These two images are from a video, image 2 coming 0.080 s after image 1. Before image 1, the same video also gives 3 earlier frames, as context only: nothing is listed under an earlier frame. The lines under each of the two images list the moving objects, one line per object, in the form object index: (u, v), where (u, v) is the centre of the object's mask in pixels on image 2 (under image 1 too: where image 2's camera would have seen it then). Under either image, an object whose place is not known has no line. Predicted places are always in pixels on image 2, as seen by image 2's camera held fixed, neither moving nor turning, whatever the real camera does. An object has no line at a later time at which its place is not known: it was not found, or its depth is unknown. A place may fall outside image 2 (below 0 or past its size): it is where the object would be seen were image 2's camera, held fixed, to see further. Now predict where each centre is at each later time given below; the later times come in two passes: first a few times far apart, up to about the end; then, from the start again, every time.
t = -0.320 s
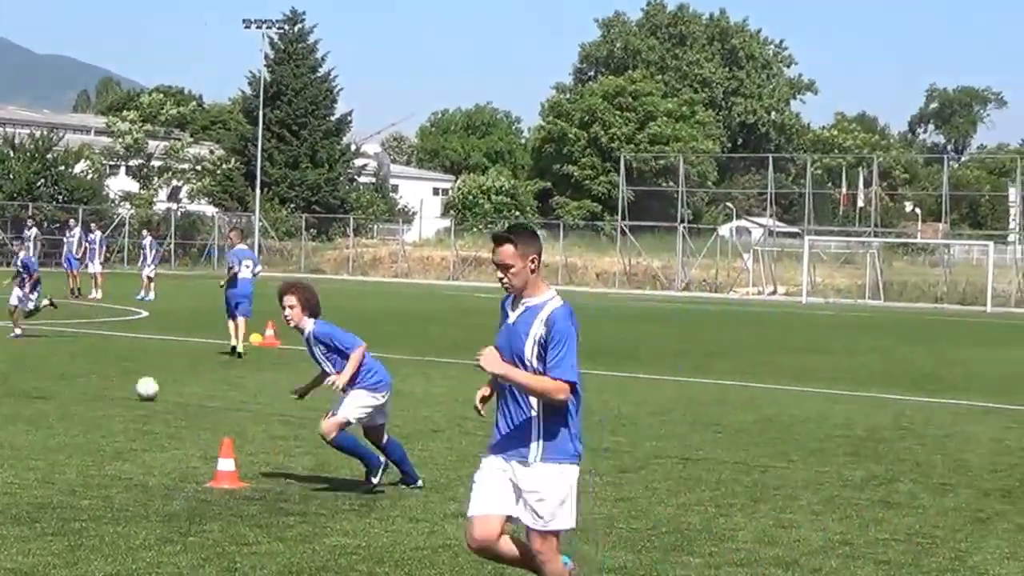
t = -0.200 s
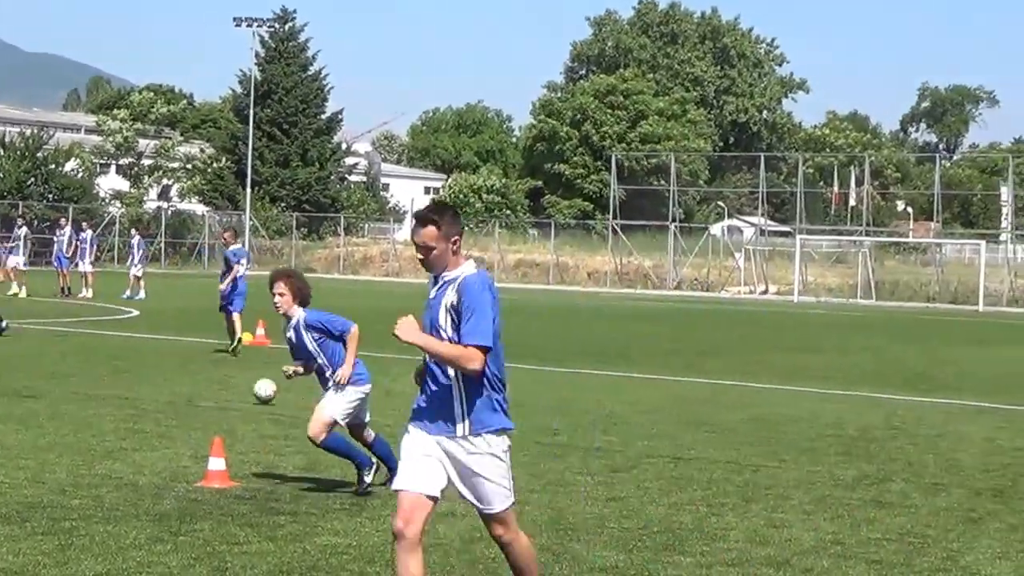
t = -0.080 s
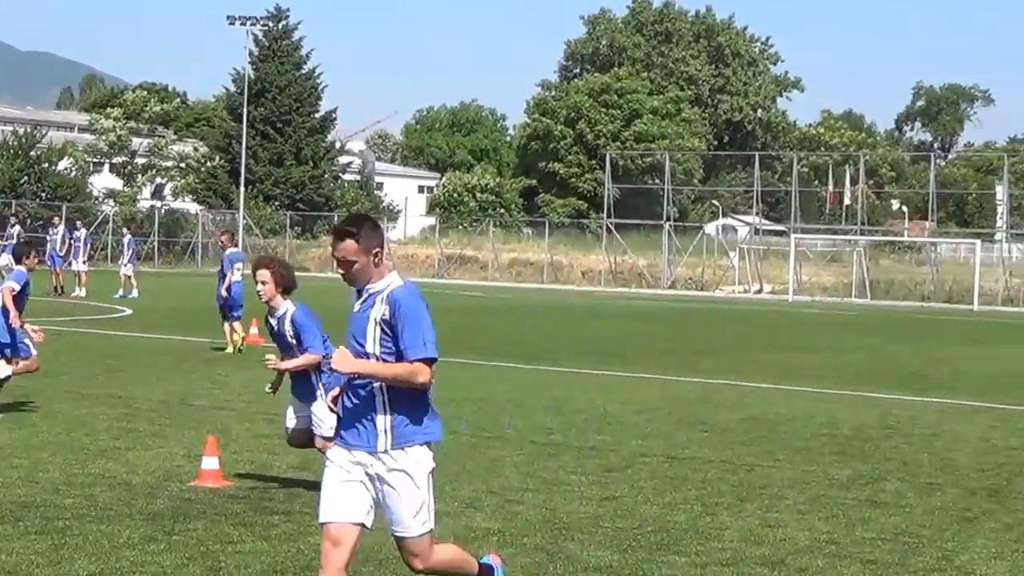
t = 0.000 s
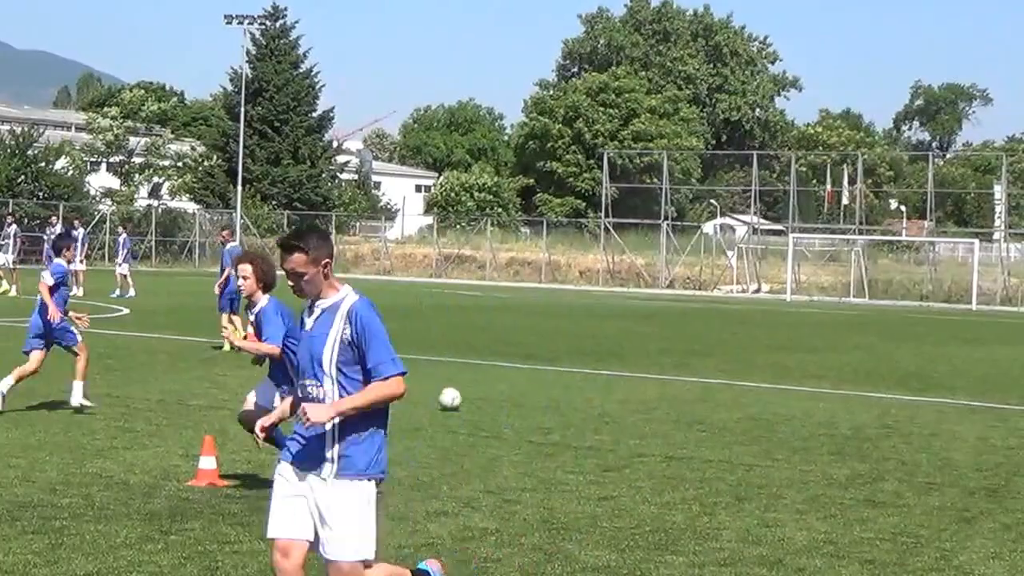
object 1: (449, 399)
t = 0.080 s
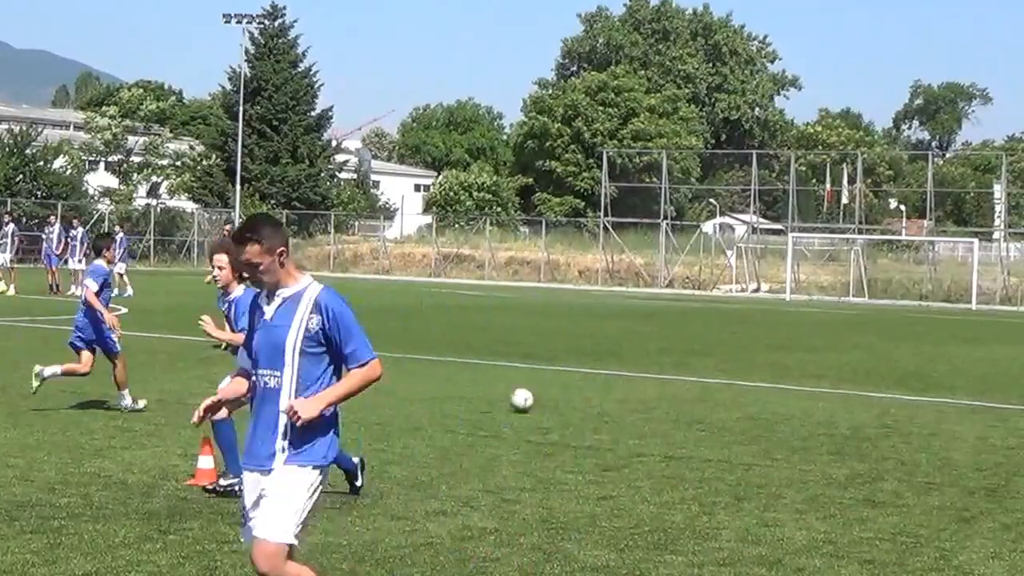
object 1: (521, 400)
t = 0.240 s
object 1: (660, 406)
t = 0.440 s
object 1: (826, 409)
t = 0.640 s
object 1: (977, 417)
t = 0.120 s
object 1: (557, 400)
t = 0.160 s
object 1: (592, 401)
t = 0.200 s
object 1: (626, 404)
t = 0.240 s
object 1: (660, 406)
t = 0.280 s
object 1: (695, 406)
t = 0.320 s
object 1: (728, 408)
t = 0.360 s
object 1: (762, 411)
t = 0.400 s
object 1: (795, 411)
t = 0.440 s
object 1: (826, 409)
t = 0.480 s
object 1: (858, 410)
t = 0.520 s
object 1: (889, 411)
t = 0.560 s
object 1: (921, 415)
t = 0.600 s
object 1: (950, 417)
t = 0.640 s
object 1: (977, 417)
